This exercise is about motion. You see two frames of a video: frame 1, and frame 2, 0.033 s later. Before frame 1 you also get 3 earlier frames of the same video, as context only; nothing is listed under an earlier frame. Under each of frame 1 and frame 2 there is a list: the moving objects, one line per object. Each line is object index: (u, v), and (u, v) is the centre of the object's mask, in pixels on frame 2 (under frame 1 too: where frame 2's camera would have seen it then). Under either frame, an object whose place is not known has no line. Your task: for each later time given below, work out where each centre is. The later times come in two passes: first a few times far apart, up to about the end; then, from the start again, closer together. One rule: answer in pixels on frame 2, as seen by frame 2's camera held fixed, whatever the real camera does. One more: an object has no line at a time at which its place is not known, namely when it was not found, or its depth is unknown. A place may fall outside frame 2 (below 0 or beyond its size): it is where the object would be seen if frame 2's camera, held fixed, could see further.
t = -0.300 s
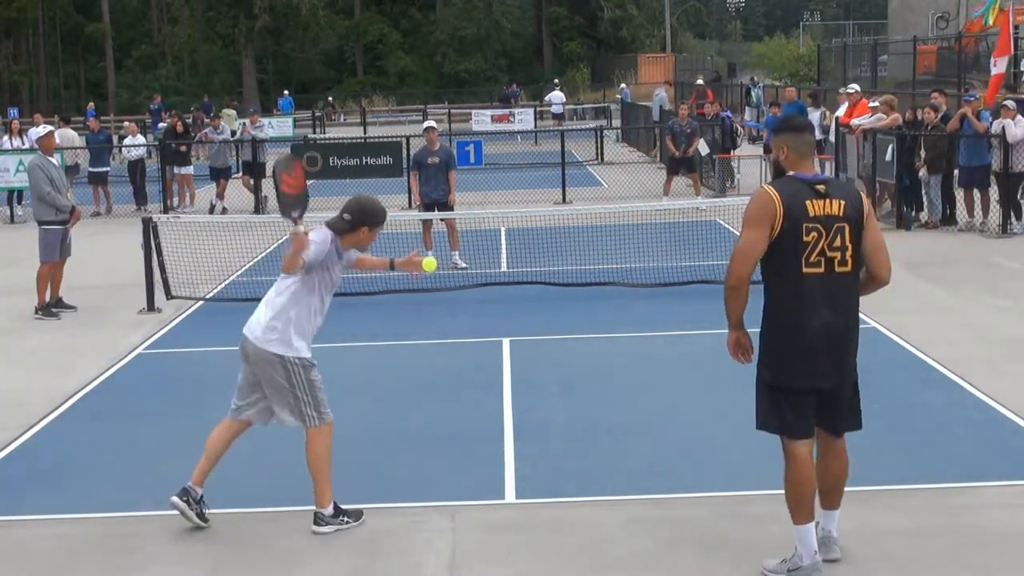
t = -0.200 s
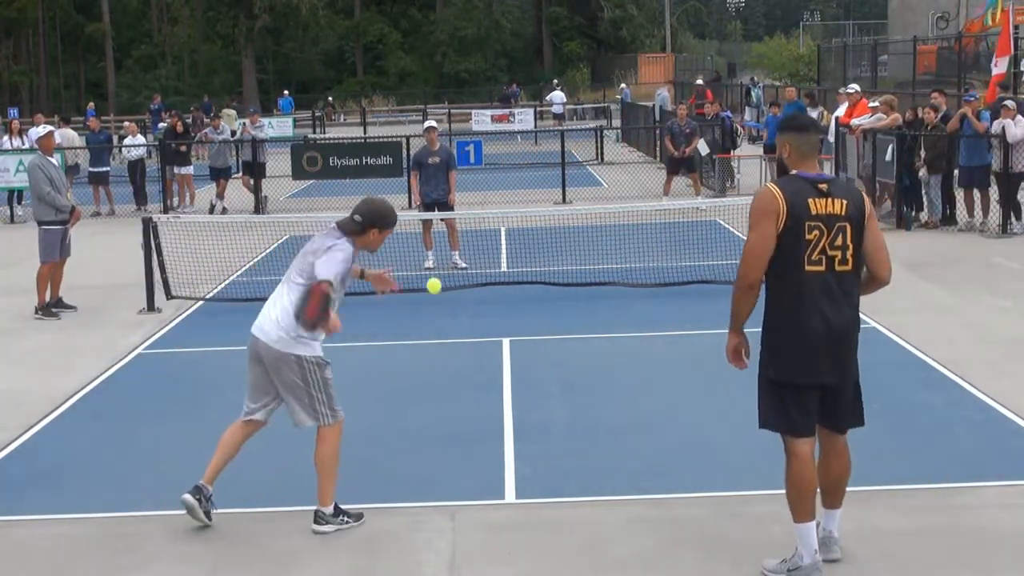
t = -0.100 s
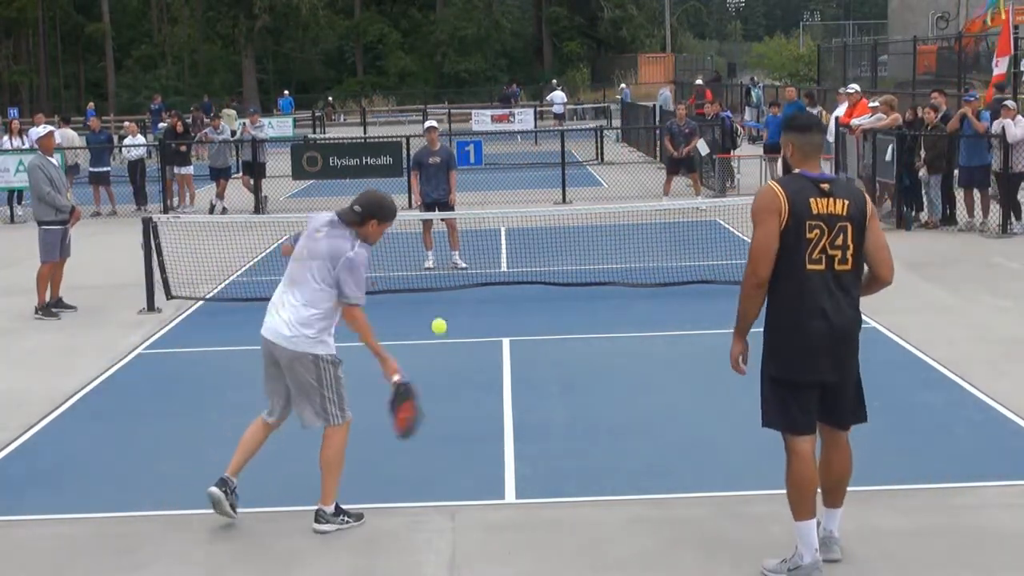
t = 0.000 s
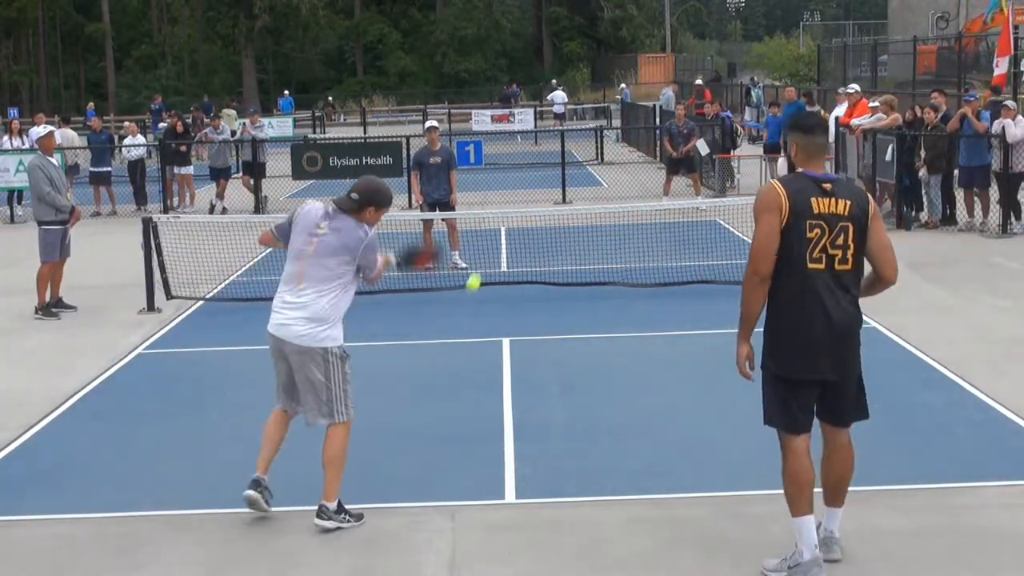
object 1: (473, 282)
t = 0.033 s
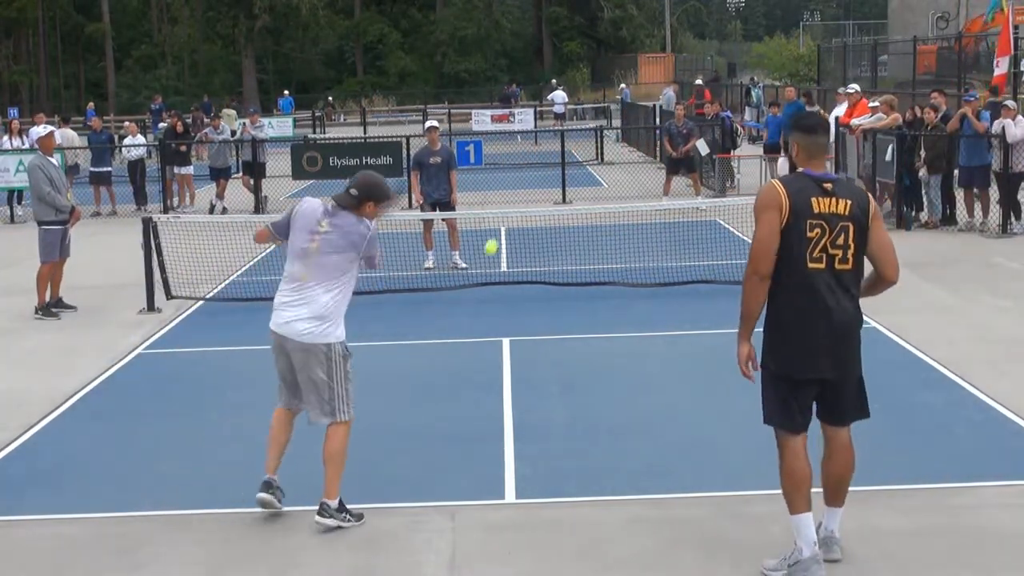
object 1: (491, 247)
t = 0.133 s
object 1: (532, 178)
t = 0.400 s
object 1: (597, 135)
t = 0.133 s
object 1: (532, 178)
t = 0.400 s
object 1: (597, 135)
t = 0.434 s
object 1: (602, 138)
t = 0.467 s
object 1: (607, 141)
